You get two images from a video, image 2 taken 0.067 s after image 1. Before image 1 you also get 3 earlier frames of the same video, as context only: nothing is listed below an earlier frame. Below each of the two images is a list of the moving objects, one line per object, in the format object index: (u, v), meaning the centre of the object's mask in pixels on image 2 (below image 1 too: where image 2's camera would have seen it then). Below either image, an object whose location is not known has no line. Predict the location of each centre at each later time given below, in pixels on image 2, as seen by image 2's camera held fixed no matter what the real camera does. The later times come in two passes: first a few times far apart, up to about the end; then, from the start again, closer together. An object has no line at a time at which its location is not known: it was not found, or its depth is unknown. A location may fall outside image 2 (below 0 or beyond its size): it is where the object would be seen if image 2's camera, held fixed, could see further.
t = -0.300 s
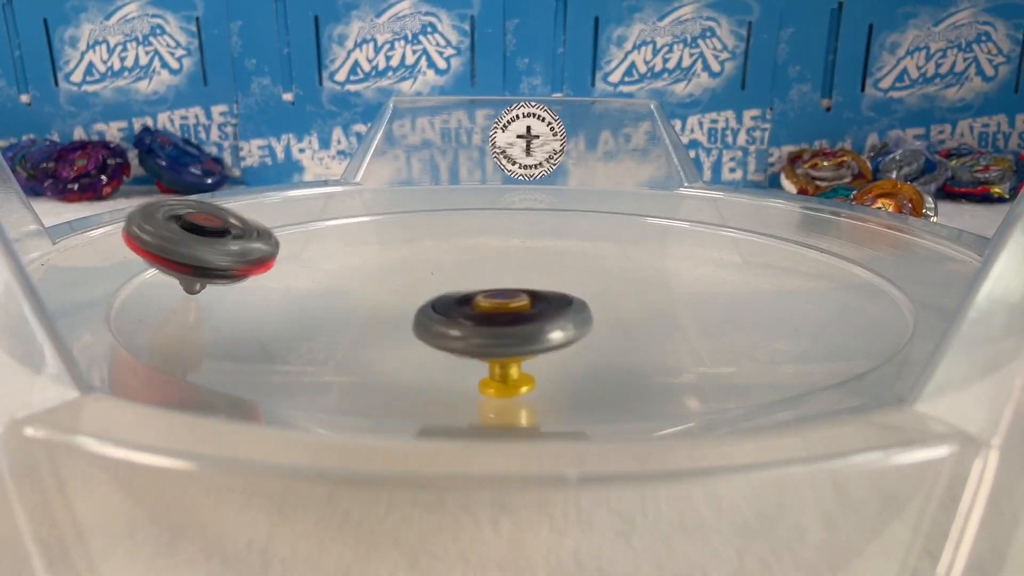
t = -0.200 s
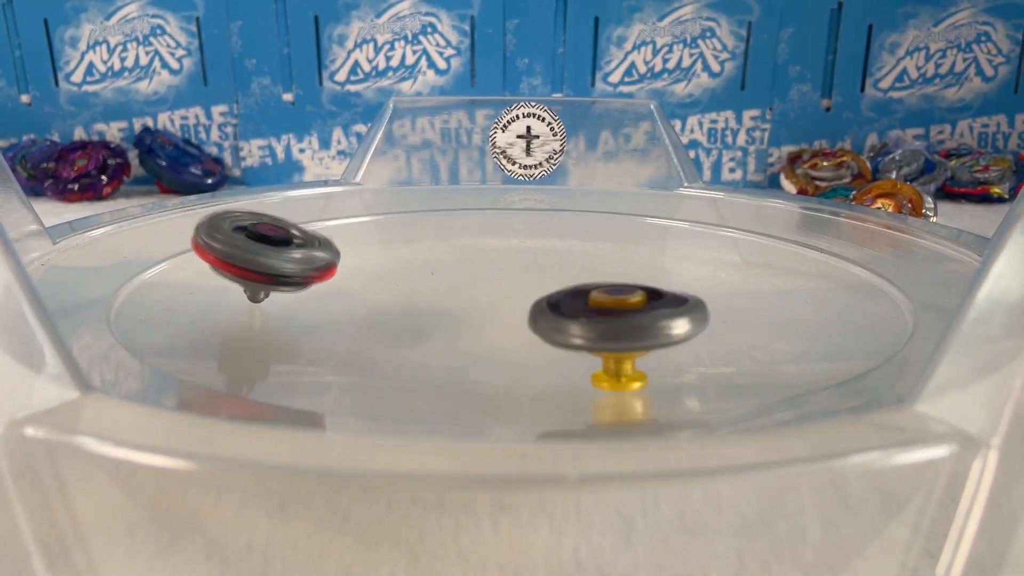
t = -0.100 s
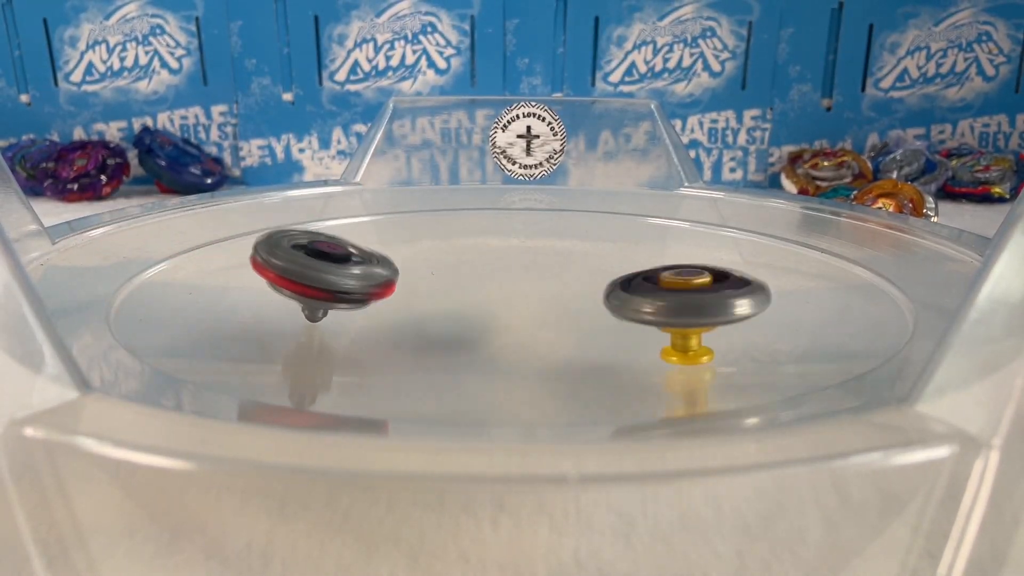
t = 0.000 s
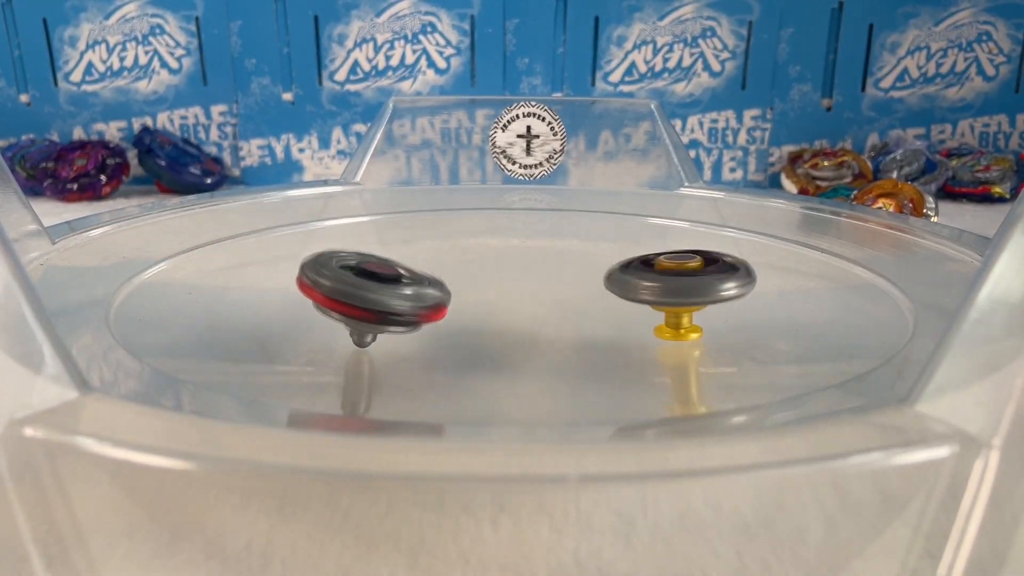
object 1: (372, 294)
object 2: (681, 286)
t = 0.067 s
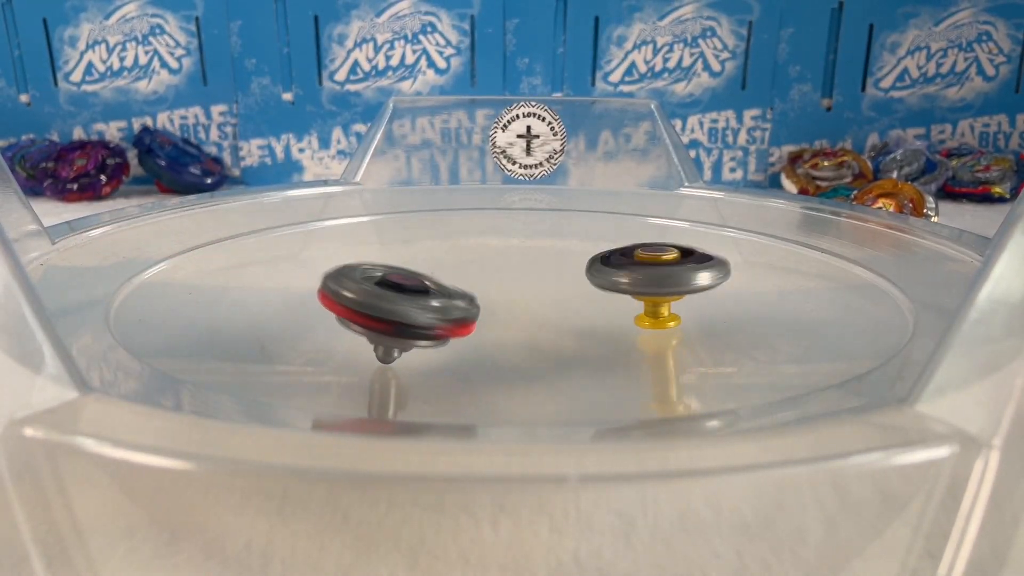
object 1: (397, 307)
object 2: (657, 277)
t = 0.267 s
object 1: (415, 333)
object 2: (539, 266)
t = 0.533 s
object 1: (350, 335)
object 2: (396, 279)
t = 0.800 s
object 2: (518, 225)
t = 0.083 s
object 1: (402, 311)
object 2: (650, 276)
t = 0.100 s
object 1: (406, 314)
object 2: (643, 274)
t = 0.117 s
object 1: (410, 316)
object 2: (633, 272)
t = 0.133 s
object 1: (413, 319)
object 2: (624, 271)
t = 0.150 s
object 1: (415, 321)
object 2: (616, 270)
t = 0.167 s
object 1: (417, 323)
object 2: (605, 268)
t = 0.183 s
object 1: (418, 325)
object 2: (594, 268)
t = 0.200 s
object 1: (419, 327)
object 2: (584, 267)
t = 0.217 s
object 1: (419, 329)
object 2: (573, 266)
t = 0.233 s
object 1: (419, 330)
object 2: (560, 266)
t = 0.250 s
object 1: (417, 332)
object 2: (549, 266)
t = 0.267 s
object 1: (415, 333)
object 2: (539, 266)
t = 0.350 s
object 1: (400, 337)
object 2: (479, 268)
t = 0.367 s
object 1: (395, 337)
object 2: (470, 268)
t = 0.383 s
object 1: (391, 338)
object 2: (459, 269)
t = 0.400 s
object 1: (386, 338)
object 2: (448, 270)
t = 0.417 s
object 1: (379, 338)
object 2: (440, 270)
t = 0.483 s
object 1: (359, 337)
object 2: (408, 275)
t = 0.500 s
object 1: (356, 337)
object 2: (400, 277)
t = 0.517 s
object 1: (352, 336)
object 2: (396, 278)
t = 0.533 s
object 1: (350, 335)
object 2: (396, 279)
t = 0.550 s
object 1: (348, 336)
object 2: (392, 280)
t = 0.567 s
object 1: (345, 335)
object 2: (392, 283)
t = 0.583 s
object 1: (343, 334)
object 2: (394, 285)
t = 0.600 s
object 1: (341, 334)
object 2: (392, 286)
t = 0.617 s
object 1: (340, 333)
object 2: (397, 288)
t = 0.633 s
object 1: (339, 333)
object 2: (405, 289)
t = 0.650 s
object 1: (329, 334)
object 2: (410, 289)
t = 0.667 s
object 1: (307, 335)
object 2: (422, 290)
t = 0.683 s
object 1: (292, 324)
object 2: (438, 286)
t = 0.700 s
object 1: (290, 301)
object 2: (452, 277)
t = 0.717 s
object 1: (290, 288)
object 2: (468, 267)
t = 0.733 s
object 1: (288, 287)
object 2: (480, 257)
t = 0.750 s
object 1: (288, 301)
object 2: (492, 249)
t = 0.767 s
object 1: (291, 328)
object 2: (503, 240)
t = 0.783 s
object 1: (291, 331)
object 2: (510, 231)
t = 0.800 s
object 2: (518, 225)
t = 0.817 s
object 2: (524, 215)
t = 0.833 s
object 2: (528, 210)
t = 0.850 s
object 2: (532, 203)
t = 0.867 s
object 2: (532, 199)
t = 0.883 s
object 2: (534, 194)
